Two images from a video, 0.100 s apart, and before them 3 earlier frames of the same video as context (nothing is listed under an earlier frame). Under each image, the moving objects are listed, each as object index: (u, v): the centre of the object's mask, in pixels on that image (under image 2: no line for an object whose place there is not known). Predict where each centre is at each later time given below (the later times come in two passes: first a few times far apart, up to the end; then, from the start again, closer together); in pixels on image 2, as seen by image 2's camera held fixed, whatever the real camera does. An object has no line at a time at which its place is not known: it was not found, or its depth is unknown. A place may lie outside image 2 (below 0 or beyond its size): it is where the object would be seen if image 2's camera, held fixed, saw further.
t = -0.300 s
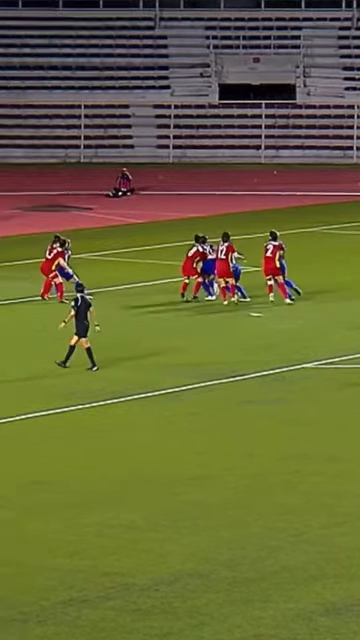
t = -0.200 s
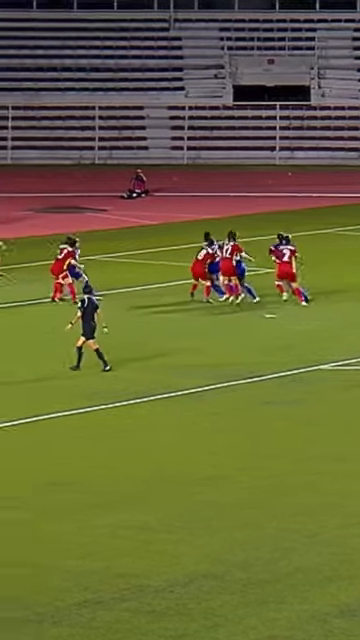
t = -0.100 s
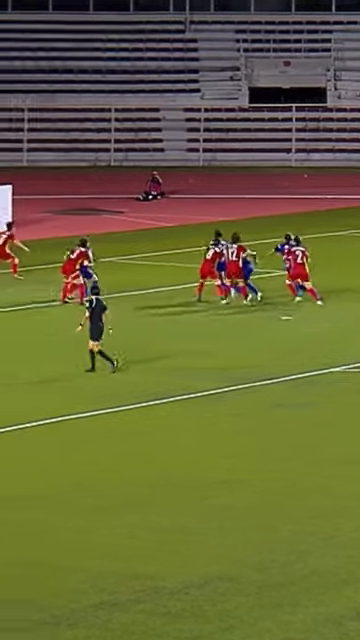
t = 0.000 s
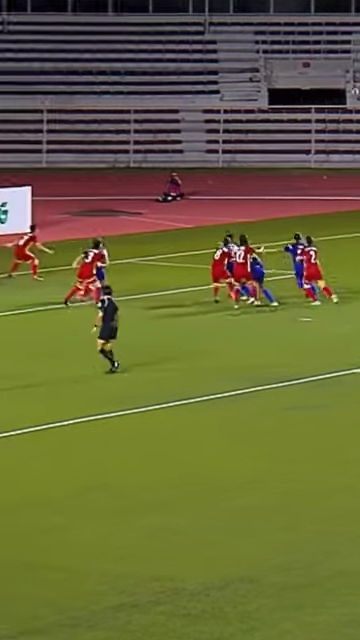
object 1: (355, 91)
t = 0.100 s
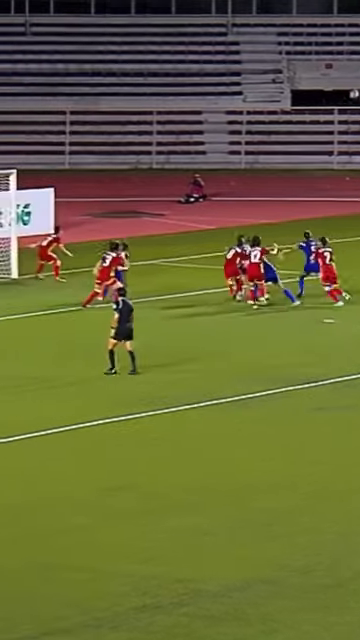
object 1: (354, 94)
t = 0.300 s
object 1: (311, 107)
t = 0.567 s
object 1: (265, 146)
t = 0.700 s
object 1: (243, 176)
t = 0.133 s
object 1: (347, 95)
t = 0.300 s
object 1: (311, 107)
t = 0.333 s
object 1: (306, 110)
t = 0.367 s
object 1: (300, 113)
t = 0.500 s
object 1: (276, 133)
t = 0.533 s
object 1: (270, 140)
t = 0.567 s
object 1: (265, 146)
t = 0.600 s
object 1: (259, 153)
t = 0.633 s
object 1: (255, 161)
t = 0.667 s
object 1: (249, 169)
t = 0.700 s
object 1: (243, 176)
